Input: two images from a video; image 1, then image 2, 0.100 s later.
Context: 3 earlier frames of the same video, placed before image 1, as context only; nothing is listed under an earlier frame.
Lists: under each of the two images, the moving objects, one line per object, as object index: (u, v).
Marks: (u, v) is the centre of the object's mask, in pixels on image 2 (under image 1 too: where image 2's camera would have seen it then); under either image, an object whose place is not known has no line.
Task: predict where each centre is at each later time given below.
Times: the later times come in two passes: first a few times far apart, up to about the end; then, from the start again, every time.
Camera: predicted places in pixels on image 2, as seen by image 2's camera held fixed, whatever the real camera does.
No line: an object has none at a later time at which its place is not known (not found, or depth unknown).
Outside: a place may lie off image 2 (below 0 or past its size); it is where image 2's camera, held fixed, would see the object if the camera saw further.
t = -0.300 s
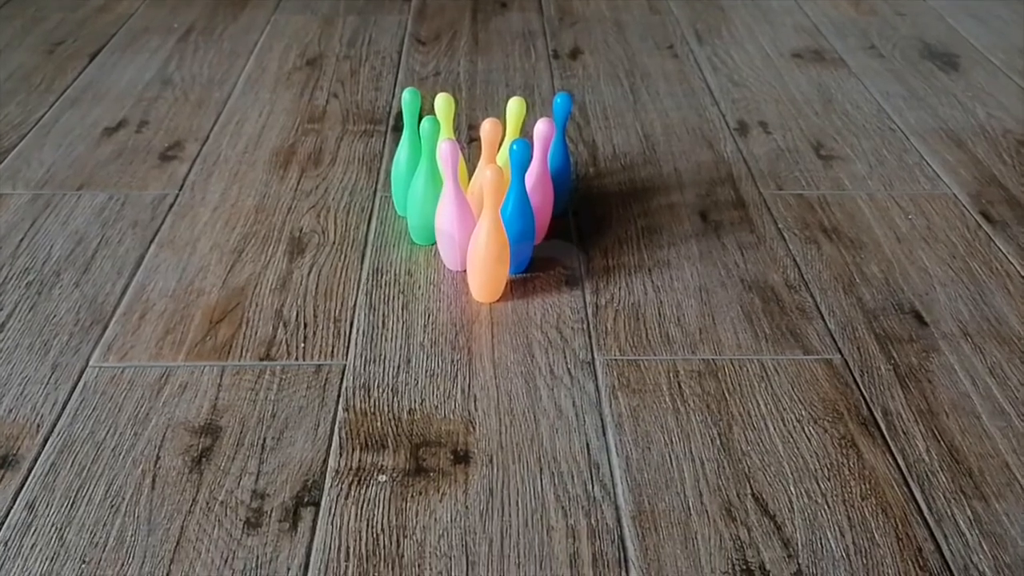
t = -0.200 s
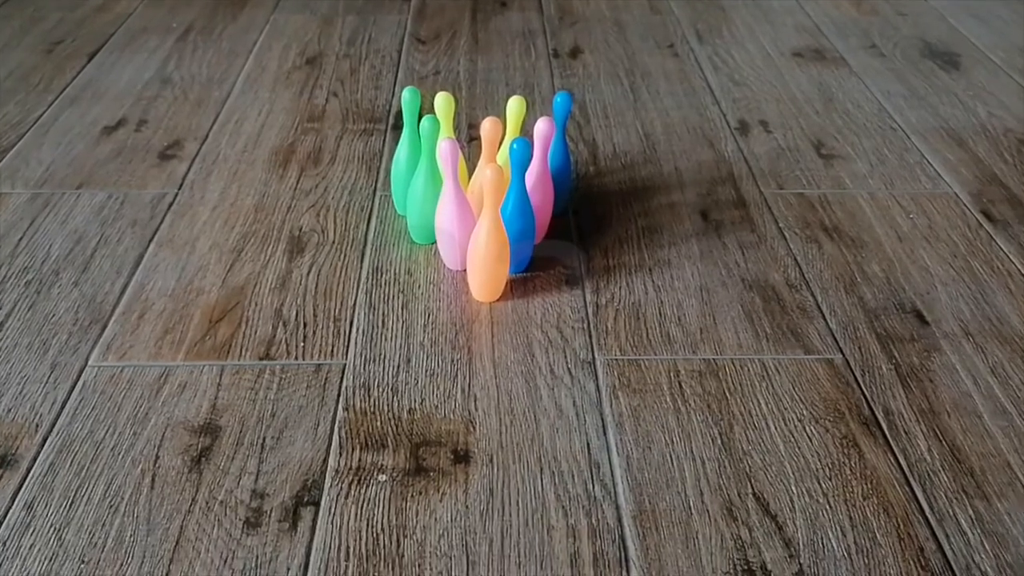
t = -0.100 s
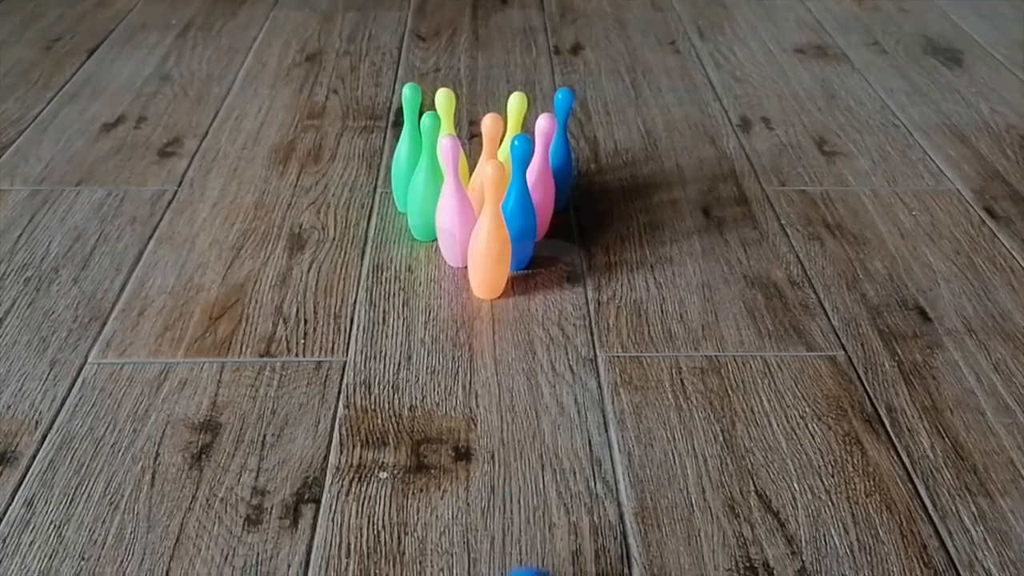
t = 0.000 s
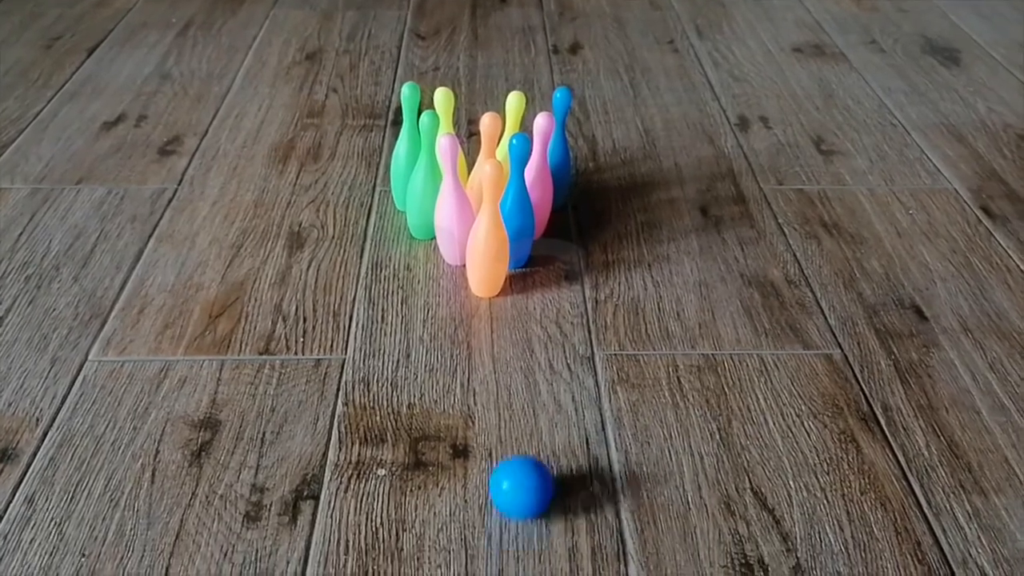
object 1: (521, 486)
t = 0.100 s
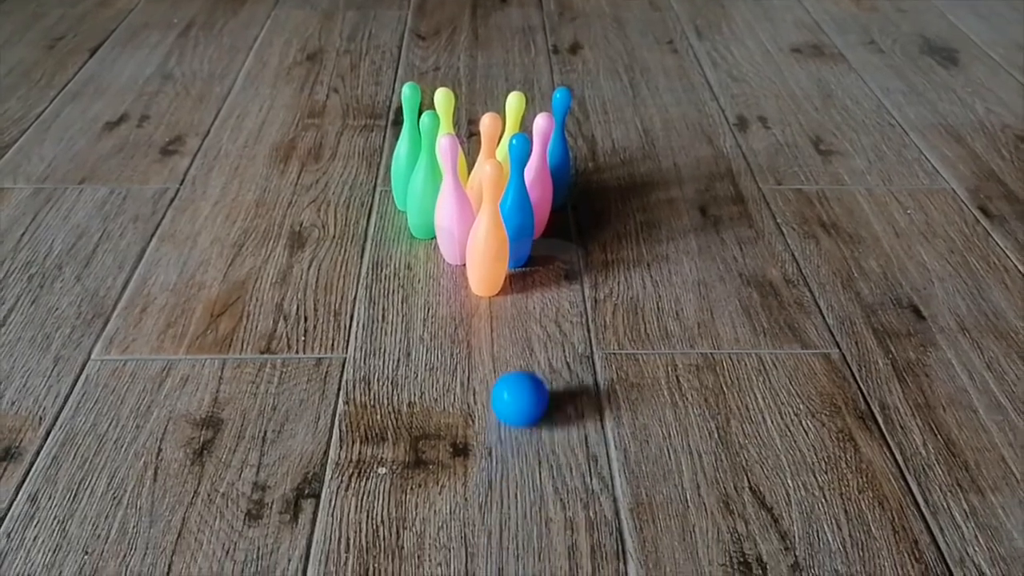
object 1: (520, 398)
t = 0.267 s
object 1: (518, 289)
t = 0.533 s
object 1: (583, 214)
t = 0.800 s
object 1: (626, 157)
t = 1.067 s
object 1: (656, 114)
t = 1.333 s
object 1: (677, 80)
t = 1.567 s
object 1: (690, 55)
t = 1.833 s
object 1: (699, 31)
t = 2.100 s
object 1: (709, 12)
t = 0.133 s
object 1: (518, 373)
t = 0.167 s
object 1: (519, 350)
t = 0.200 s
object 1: (518, 328)
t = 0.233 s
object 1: (518, 307)
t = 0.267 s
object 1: (518, 289)
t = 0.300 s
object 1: (529, 280)
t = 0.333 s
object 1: (537, 269)
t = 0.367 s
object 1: (546, 260)
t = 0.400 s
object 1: (554, 250)
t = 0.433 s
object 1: (560, 240)
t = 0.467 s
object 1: (568, 231)
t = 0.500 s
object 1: (575, 222)
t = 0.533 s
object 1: (583, 214)
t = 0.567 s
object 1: (589, 207)
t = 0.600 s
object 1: (596, 198)
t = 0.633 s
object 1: (601, 191)
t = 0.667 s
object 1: (607, 183)
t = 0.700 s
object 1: (612, 176)
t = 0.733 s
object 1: (616, 170)
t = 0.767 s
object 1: (621, 164)
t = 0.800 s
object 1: (626, 157)
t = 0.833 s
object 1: (631, 152)
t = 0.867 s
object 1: (635, 146)
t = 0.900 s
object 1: (638, 139)
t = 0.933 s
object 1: (641, 134)
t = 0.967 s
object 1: (644, 129)
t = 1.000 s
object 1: (648, 124)
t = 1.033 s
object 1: (651, 119)
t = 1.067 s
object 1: (656, 114)
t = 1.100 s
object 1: (659, 109)
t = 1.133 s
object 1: (662, 104)
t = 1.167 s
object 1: (665, 100)
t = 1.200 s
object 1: (668, 95)
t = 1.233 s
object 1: (670, 91)
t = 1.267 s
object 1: (672, 87)
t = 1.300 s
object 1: (674, 83)
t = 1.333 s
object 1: (677, 80)
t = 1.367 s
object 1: (679, 76)
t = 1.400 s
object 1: (682, 72)
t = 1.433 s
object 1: (684, 69)
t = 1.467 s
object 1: (685, 64)
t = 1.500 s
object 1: (687, 61)
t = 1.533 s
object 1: (688, 58)
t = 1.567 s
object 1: (690, 55)
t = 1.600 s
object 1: (690, 51)
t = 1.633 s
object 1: (692, 48)
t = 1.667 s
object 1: (693, 45)
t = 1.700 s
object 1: (694, 42)
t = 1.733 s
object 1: (695, 40)
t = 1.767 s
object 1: (697, 37)
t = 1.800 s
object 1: (698, 34)
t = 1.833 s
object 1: (699, 31)
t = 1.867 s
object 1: (700, 28)
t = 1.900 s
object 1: (701, 26)
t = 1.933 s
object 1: (701, 24)
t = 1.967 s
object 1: (703, 21)
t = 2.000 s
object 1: (704, 18)
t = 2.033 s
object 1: (705, 16)
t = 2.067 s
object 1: (706, 14)
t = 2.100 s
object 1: (709, 12)
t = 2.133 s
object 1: (710, 10)
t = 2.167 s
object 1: (710, 10)
